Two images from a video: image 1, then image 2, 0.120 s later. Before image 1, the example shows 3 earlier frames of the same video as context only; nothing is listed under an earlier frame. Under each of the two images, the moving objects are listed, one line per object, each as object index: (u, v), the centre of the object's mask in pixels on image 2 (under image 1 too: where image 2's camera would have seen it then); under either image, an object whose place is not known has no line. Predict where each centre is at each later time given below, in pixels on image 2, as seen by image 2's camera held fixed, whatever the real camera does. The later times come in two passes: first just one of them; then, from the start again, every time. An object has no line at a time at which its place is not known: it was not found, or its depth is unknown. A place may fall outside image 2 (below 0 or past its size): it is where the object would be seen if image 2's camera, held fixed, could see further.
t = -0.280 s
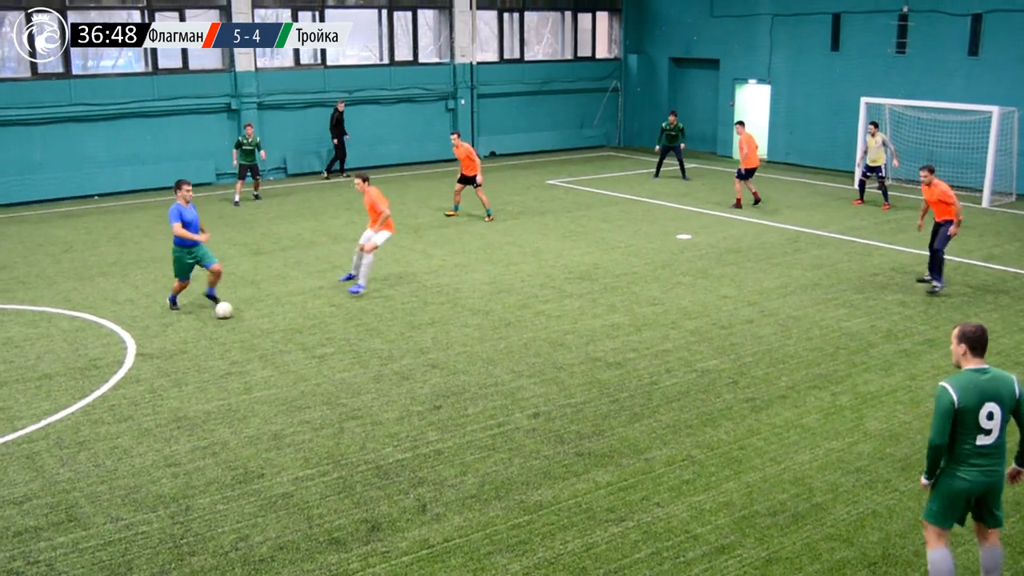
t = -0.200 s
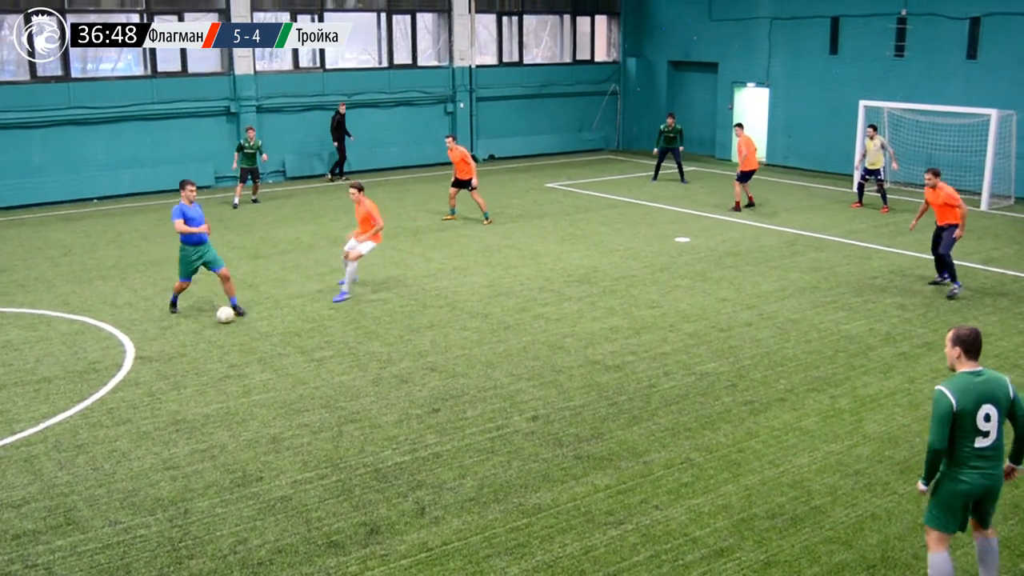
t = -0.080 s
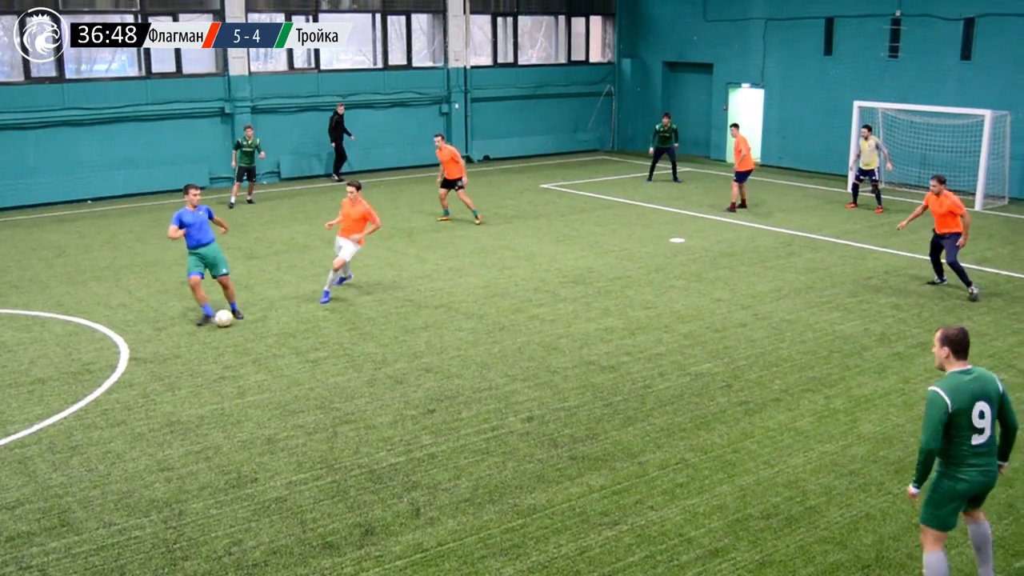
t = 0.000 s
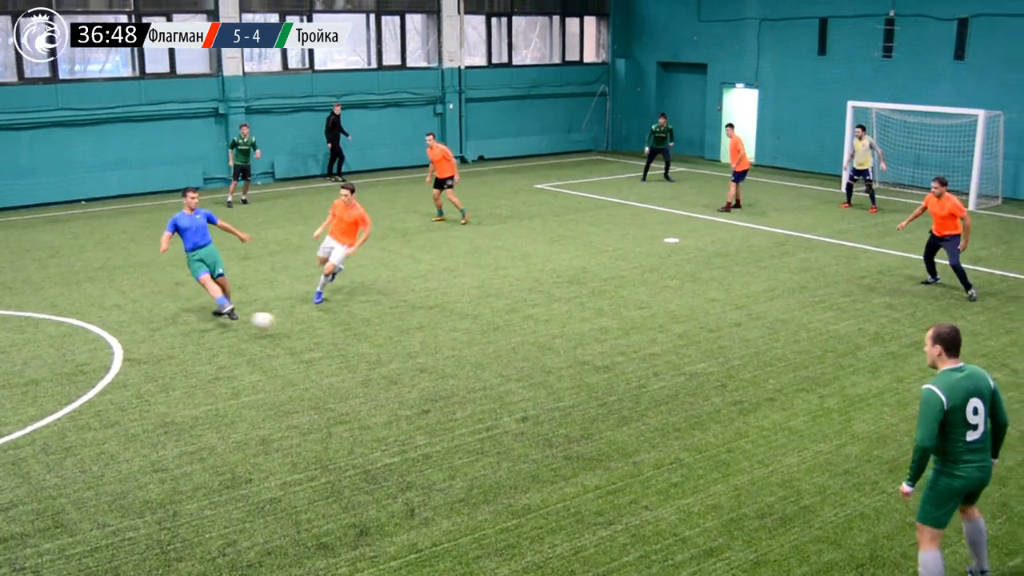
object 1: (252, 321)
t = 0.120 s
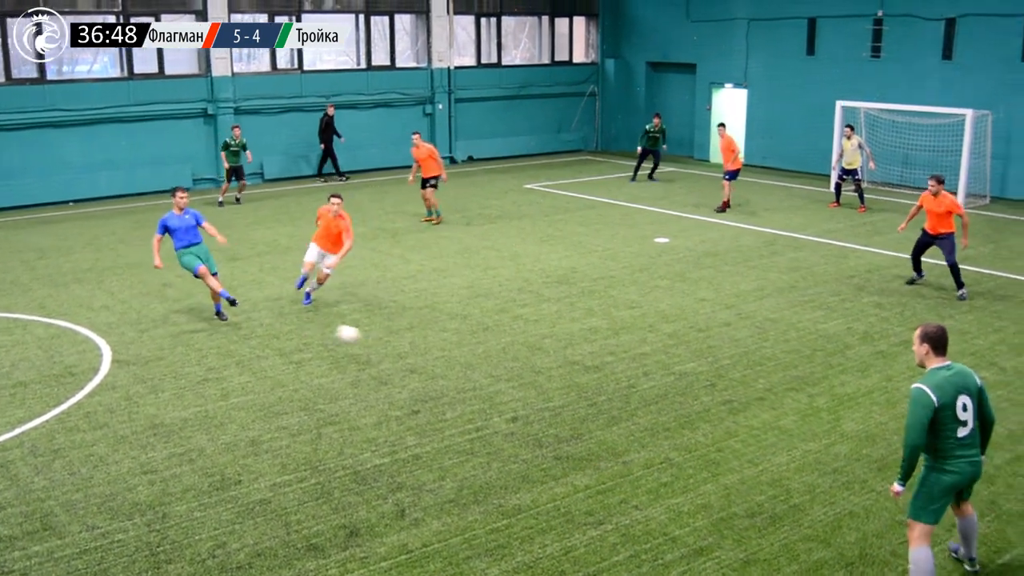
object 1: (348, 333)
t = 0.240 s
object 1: (458, 364)
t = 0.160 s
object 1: (382, 342)
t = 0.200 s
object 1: (419, 352)
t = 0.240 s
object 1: (458, 364)
